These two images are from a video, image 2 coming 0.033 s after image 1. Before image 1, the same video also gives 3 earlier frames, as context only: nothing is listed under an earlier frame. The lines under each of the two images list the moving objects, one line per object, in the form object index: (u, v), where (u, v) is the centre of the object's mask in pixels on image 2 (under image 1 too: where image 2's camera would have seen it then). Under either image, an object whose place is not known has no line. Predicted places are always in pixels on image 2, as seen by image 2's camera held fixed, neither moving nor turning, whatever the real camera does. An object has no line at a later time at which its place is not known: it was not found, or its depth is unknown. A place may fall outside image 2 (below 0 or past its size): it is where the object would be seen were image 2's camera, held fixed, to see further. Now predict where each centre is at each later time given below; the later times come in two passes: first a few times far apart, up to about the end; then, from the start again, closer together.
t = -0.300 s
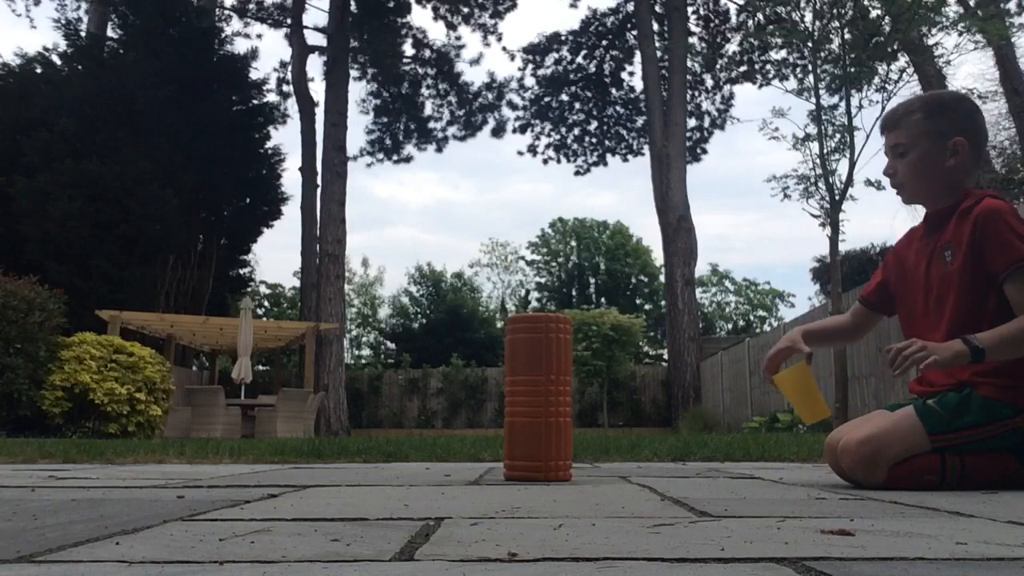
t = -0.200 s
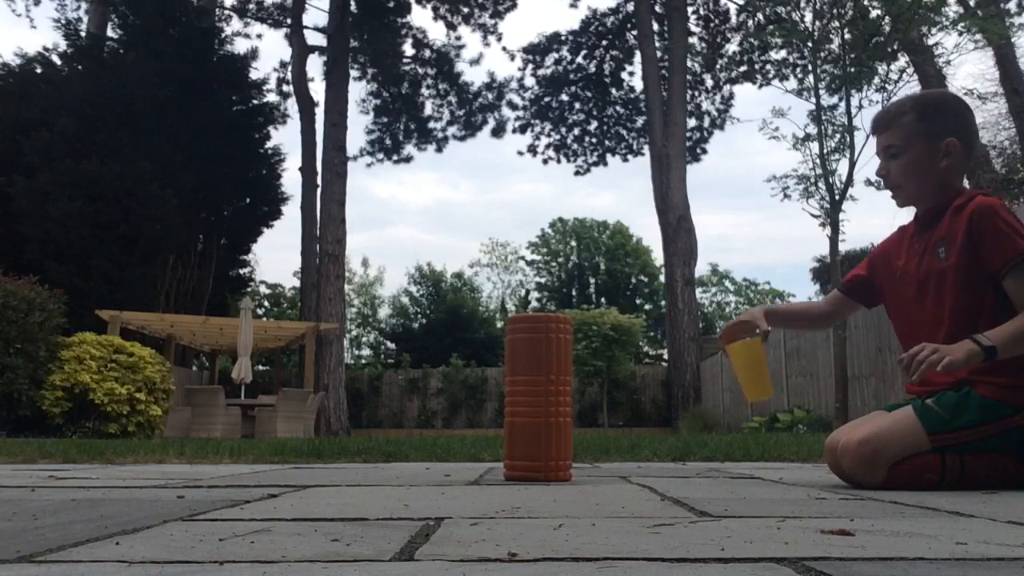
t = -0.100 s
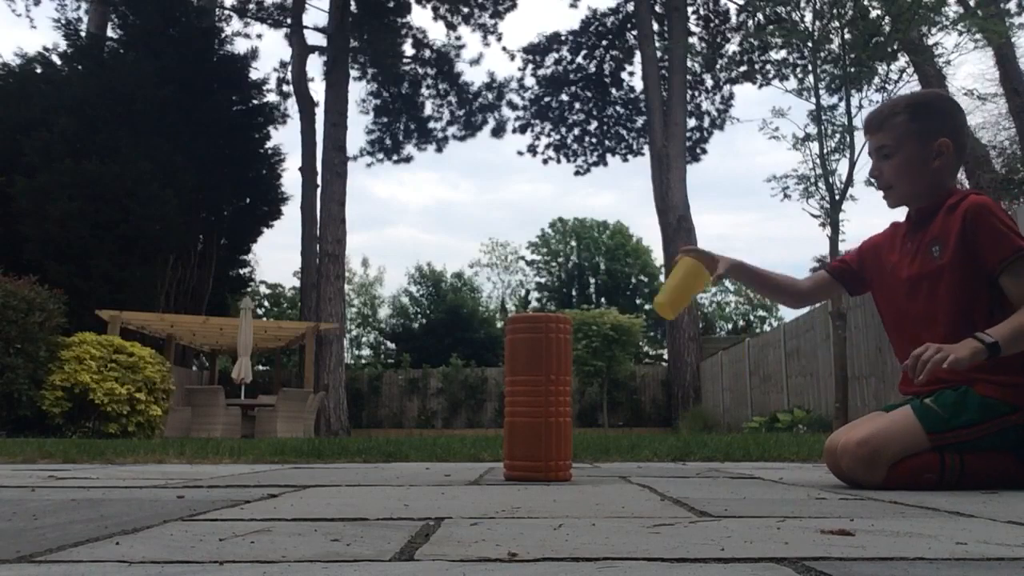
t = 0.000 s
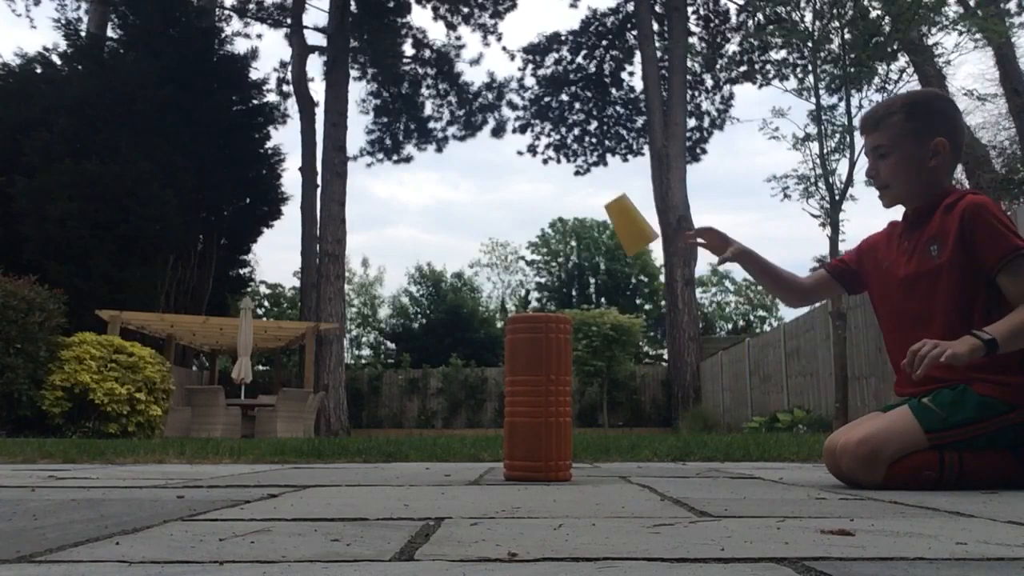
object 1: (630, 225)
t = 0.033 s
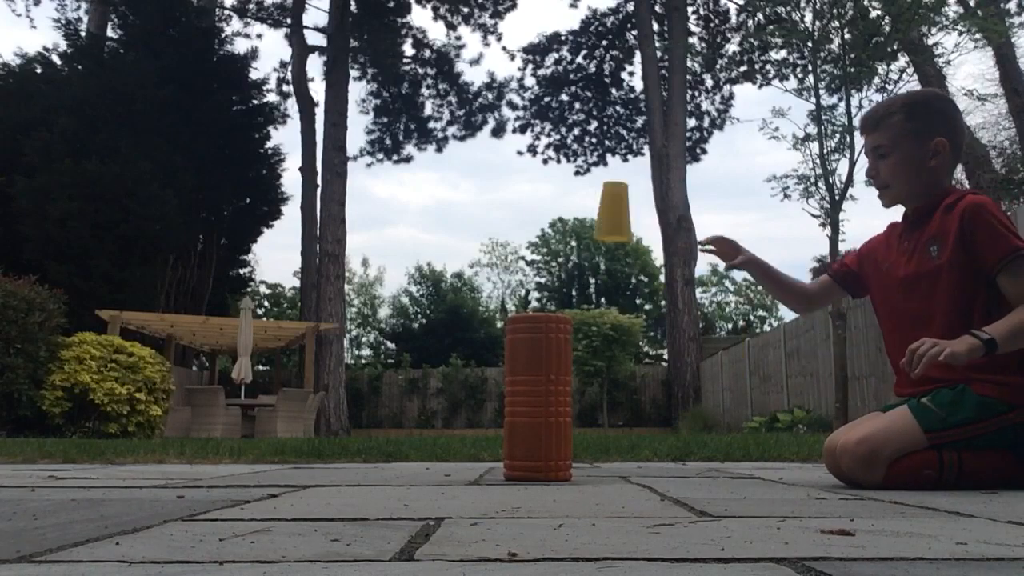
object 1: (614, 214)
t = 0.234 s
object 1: (536, 241)
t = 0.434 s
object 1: (457, 298)
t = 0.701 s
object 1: (420, 434)
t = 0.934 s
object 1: (421, 418)
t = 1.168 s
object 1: (414, 449)
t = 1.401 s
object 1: (447, 452)
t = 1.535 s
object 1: (461, 464)
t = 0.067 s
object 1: (598, 206)
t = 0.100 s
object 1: (584, 203)
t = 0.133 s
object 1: (570, 204)
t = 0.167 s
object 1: (558, 211)
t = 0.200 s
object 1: (546, 223)
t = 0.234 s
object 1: (536, 241)
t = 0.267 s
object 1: (521, 266)
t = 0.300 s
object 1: (507, 293)
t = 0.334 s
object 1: (496, 289)
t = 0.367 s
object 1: (482, 285)
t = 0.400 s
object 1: (469, 289)
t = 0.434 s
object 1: (457, 298)
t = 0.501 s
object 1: (439, 329)
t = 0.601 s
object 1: (406, 404)
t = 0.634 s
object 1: (394, 441)
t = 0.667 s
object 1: (397, 454)
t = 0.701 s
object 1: (420, 434)
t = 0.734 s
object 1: (442, 420)
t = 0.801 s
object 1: (470, 407)
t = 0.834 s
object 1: (458, 402)
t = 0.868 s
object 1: (445, 403)
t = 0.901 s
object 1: (433, 408)
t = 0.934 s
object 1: (421, 418)
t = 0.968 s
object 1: (409, 434)
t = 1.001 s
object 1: (397, 454)
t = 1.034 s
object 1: (401, 443)
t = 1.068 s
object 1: (405, 437)
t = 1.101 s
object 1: (408, 436)
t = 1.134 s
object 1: (411, 440)
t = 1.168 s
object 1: (414, 449)
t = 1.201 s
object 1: (418, 452)
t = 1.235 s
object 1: (423, 450)
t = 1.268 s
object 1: (428, 450)
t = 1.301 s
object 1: (432, 450)
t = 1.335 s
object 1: (437, 451)
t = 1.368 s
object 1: (442, 451)
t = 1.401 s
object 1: (447, 452)
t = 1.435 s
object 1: (452, 454)
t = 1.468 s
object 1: (456, 457)
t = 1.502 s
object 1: (460, 461)
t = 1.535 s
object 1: (461, 464)
